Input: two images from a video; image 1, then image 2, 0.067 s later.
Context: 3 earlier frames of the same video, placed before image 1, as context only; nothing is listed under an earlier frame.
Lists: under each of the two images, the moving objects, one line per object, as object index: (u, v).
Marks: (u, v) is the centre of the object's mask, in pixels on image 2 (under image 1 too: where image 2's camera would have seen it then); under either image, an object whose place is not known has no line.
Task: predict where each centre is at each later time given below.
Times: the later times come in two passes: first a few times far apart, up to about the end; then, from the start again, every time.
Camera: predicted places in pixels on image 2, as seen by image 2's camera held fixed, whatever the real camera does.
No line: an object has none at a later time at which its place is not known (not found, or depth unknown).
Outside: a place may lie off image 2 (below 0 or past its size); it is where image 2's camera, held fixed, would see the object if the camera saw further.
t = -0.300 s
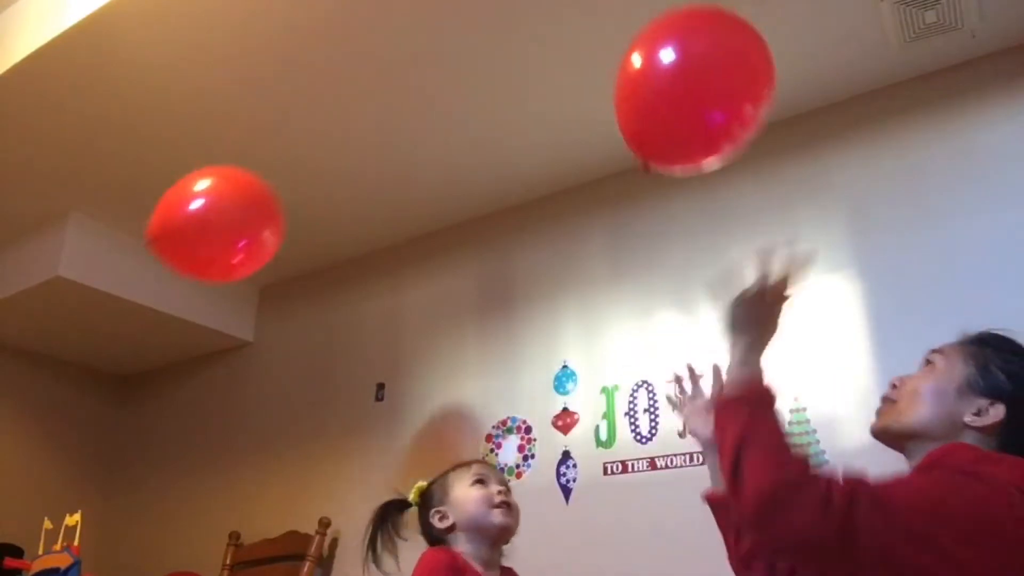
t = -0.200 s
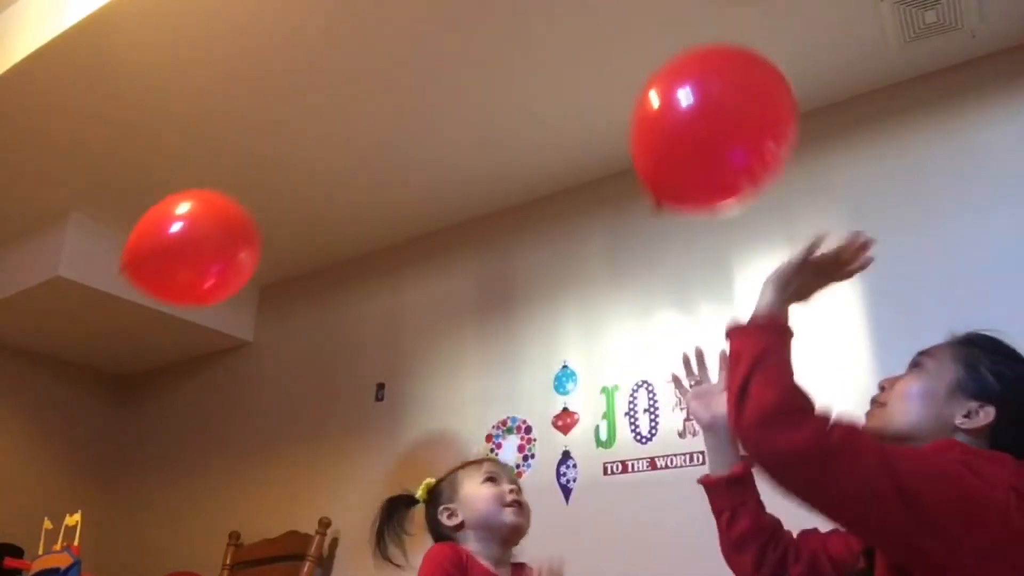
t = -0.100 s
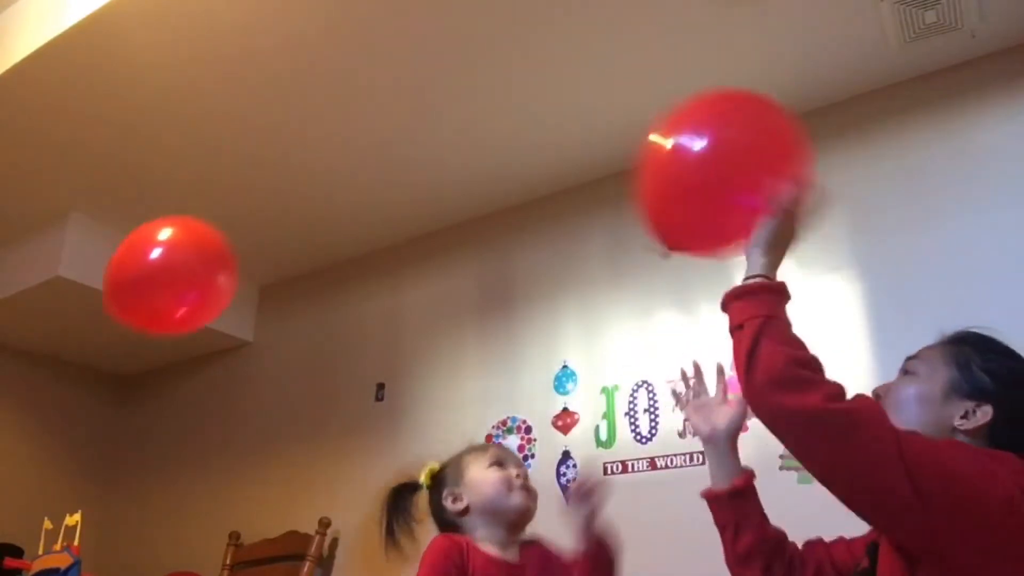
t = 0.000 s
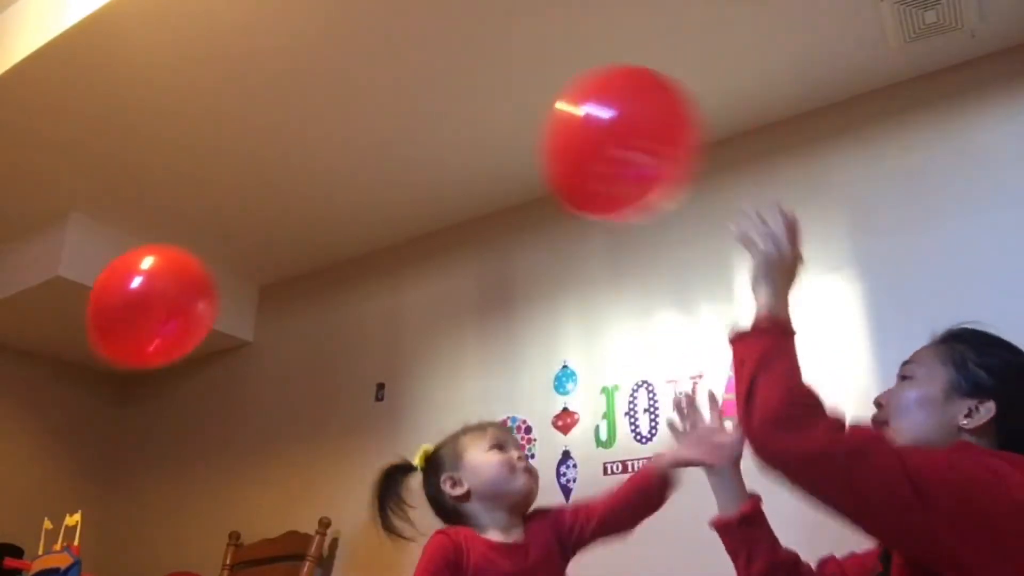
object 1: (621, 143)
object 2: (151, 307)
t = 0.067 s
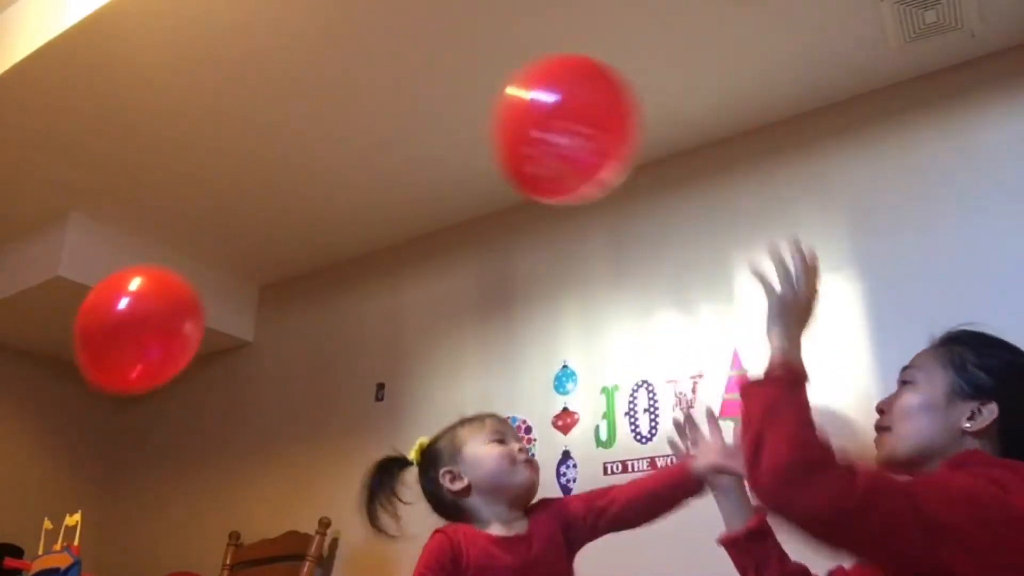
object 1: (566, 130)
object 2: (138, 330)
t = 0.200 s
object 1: (481, 114)
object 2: (114, 381)
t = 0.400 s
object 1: (396, 116)
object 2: (82, 472)
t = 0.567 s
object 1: (347, 136)
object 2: (63, 537)
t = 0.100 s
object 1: (542, 124)
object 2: (131, 342)
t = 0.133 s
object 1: (520, 120)
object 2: (126, 355)
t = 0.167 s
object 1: (500, 116)
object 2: (119, 367)
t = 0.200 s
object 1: (481, 114)
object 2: (114, 381)
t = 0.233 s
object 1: (464, 112)
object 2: (108, 395)
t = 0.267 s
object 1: (448, 112)
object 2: (102, 409)
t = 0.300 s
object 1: (434, 112)
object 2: (97, 424)
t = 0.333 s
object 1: (420, 112)
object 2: (92, 439)
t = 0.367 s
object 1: (408, 114)
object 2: (87, 455)
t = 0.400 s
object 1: (396, 116)
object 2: (82, 472)
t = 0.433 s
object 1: (385, 118)
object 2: (77, 488)
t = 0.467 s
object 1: (374, 121)
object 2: (72, 505)
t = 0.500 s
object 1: (365, 126)
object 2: (67, 518)
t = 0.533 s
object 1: (356, 130)
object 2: (64, 528)
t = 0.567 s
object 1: (347, 136)
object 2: (63, 537)
